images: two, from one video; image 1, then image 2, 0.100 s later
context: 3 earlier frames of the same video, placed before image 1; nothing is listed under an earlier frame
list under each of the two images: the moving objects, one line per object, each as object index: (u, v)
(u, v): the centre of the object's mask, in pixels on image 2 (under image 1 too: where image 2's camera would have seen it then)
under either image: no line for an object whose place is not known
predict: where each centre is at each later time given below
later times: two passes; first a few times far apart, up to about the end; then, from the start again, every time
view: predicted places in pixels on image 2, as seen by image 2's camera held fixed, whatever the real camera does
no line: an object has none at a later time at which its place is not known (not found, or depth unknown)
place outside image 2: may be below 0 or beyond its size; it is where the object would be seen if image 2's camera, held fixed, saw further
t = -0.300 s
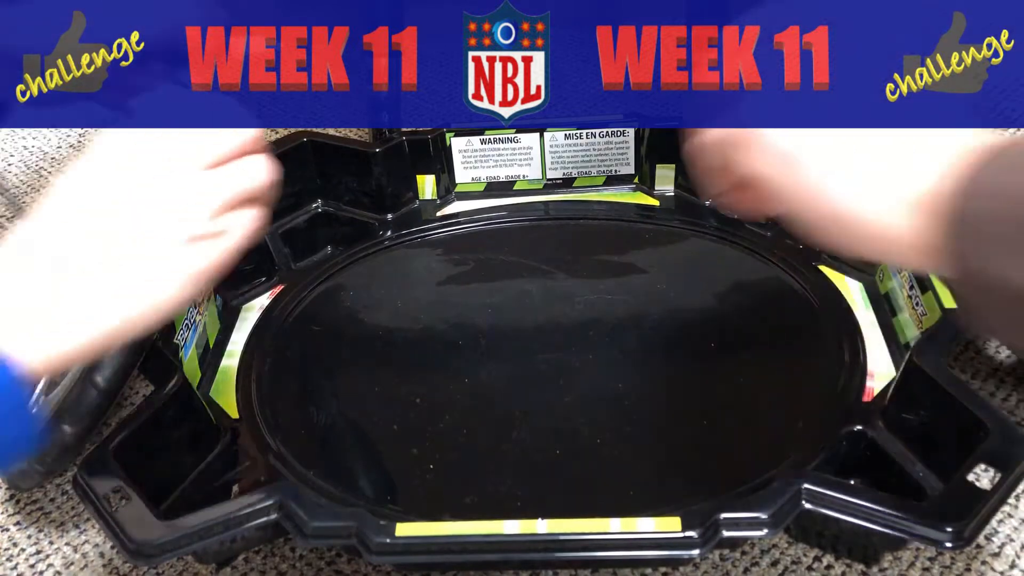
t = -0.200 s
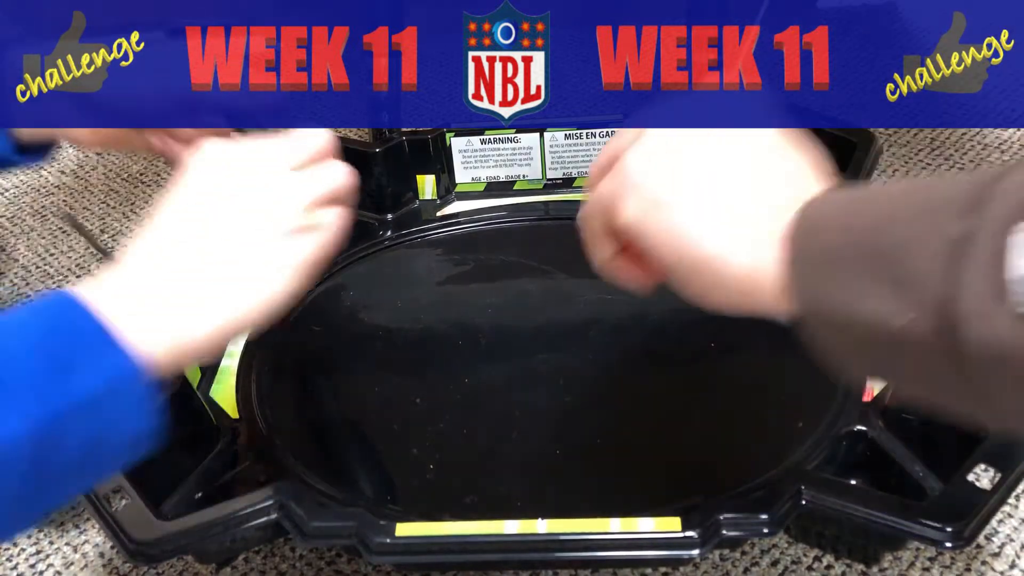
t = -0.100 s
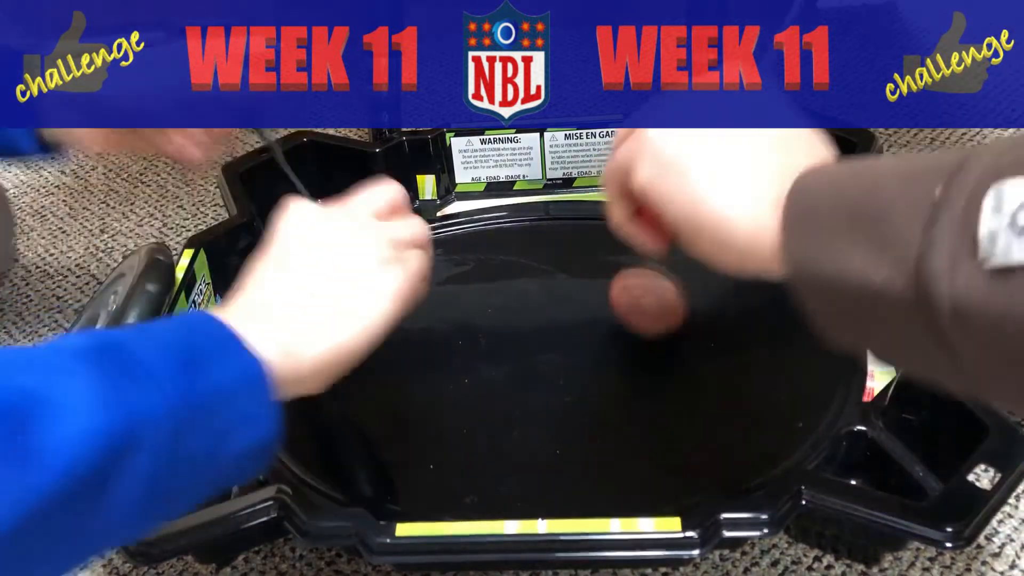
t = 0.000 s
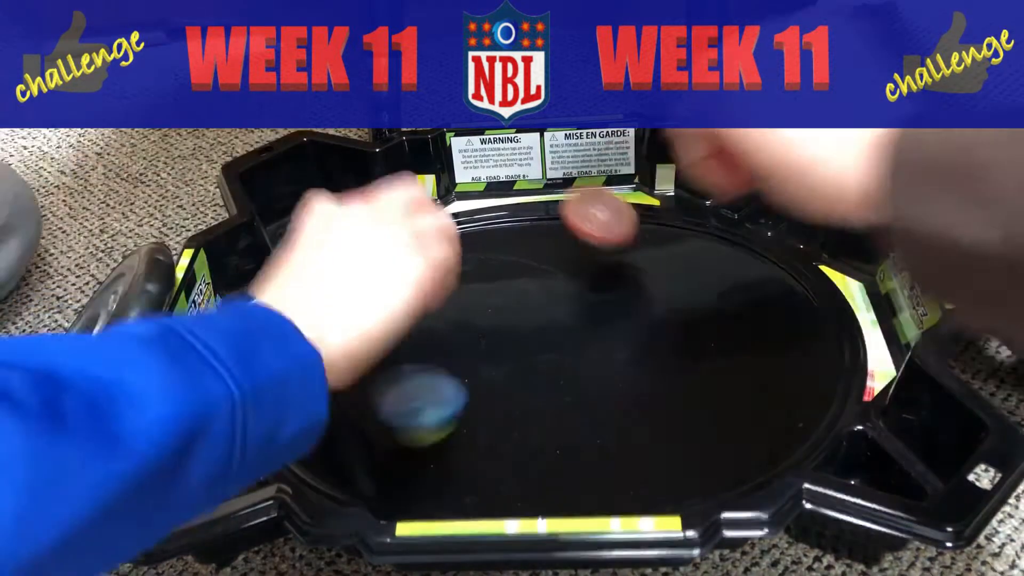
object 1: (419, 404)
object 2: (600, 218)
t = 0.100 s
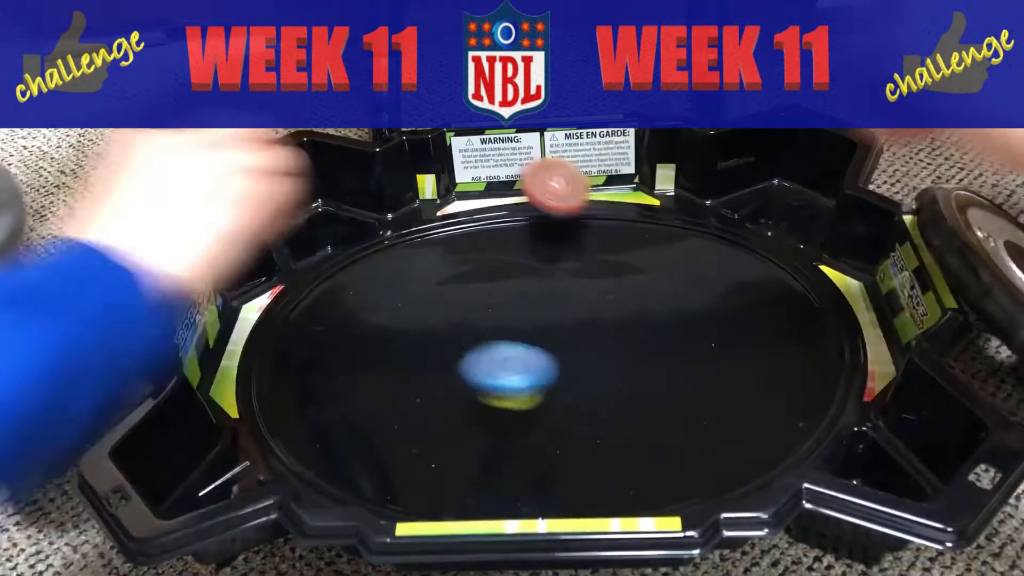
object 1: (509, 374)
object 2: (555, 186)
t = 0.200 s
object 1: (593, 361)
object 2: (519, 191)
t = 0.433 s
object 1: (644, 279)
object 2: (479, 266)
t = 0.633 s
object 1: (527, 245)
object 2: (512, 355)
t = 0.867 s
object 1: (381, 262)
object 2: (622, 386)
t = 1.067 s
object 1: (359, 302)
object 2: (716, 363)
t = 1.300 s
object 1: (421, 352)
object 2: (736, 341)
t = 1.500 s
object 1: (511, 359)
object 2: (681, 339)
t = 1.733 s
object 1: (434, 299)
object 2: (734, 360)
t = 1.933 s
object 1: (325, 269)
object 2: (790, 367)
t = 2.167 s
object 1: (380, 330)
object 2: (724, 354)
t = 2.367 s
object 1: (486, 364)
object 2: (634, 344)
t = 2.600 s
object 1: (420, 364)
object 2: (660, 299)
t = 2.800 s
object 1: (441, 361)
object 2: (619, 272)
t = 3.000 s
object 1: (491, 356)
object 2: (569, 278)
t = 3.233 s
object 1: (512, 355)
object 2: (550, 292)
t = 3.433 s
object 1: (504, 364)
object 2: (552, 295)
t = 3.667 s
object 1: (468, 418)
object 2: (598, 273)
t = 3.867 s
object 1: (500, 424)
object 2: (599, 294)
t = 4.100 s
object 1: (528, 414)
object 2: (608, 341)
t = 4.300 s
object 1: (520, 393)
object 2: (635, 375)
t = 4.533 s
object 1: (507, 365)
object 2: (626, 379)
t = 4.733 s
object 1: (505, 351)
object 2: (591, 371)
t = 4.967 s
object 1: (455, 313)
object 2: (603, 378)
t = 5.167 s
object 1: (456, 309)
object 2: (592, 363)
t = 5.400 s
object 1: (480, 311)
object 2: (582, 341)
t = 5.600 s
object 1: (463, 299)
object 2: (629, 337)
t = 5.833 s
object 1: (330, 266)
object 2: (827, 360)
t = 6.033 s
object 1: (359, 313)
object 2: (750, 353)
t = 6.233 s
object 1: (443, 350)
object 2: (620, 346)
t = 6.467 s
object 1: (435, 352)
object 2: (614, 347)
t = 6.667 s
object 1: (449, 354)
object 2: (601, 332)
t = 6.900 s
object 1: (487, 355)
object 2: (588, 301)
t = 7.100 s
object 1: (514, 351)
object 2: (591, 283)
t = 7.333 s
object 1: (523, 341)
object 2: (589, 296)
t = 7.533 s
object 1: (506, 346)
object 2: (599, 318)
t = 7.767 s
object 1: (482, 354)
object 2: (600, 344)
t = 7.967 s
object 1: (456, 347)
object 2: (608, 363)
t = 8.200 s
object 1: (374, 318)
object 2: (672, 366)
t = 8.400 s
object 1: (399, 323)
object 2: (662, 356)
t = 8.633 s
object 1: (457, 331)
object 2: (631, 334)
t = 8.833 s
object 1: (540, 325)
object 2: (619, 313)
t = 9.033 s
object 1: (535, 306)
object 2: (719, 321)
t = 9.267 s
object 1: (550, 329)
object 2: (714, 323)
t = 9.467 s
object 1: (559, 364)
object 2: (650, 345)
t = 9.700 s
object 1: (483, 381)
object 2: (626, 389)
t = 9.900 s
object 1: (456, 382)
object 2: (616, 375)
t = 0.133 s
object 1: (541, 382)
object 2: (542, 184)
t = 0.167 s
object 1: (567, 368)
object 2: (529, 184)
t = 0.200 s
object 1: (593, 361)
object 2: (519, 191)
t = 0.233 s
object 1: (614, 350)
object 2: (510, 195)
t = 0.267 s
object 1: (632, 338)
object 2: (501, 200)
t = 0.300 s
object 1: (645, 326)
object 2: (494, 212)
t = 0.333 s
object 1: (652, 313)
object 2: (489, 222)
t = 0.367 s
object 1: (655, 301)
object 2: (484, 238)
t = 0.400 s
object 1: (652, 289)
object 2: (481, 251)
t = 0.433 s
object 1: (644, 279)
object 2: (479, 266)
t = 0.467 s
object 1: (632, 270)
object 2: (480, 282)
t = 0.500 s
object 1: (617, 262)
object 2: (482, 298)
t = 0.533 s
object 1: (597, 255)
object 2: (485, 315)
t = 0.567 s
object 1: (576, 250)
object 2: (493, 330)
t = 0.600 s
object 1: (552, 247)
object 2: (501, 343)
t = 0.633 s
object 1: (527, 245)
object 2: (512, 355)
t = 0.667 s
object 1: (499, 244)
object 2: (524, 366)
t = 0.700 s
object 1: (469, 245)
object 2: (538, 374)
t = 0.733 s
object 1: (443, 247)
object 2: (553, 381)
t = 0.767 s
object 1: (422, 249)
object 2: (569, 385)
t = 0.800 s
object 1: (405, 253)
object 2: (587, 388)
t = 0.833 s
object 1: (392, 257)
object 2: (604, 387)
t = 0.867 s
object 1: (381, 262)
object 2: (622, 386)
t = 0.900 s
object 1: (372, 267)
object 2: (639, 383)
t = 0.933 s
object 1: (365, 274)
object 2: (656, 380)
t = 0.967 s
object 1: (361, 281)
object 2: (671, 376)
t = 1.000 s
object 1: (359, 287)
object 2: (687, 372)
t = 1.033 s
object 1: (358, 295)
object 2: (701, 368)
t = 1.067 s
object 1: (359, 302)
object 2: (716, 363)
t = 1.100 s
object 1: (362, 310)
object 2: (729, 359)
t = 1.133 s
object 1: (367, 317)
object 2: (740, 355)
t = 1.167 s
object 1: (374, 325)
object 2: (747, 352)
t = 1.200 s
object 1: (383, 332)
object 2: (749, 348)
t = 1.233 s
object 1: (394, 340)
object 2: (747, 346)
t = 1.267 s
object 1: (406, 346)
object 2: (743, 343)
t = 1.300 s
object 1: (421, 352)
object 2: (736, 341)
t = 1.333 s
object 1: (436, 356)
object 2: (729, 339)
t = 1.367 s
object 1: (452, 359)
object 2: (720, 338)
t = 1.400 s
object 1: (468, 361)
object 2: (711, 337)
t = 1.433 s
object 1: (483, 362)
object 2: (701, 338)
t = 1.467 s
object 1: (497, 360)
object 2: (691, 338)
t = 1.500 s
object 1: (511, 359)
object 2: (681, 339)
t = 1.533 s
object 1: (522, 355)
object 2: (670, 339)
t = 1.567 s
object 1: (530, 351)
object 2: (659, 340)
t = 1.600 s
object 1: (538, 348)
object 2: (647, 341)
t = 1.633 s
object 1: (545, 343)
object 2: (634, 343)
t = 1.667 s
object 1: (518, 331)
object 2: (656, 349)
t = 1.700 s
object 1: (473, 315)
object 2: (699, 356)
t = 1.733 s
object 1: (434, 299)
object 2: (734, 360)
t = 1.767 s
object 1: (399, 284)
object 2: (763, 364)
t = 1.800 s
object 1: (371, 271)
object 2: (783, 367)
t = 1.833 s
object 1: (348, 263)
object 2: (795, 368)
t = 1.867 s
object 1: (332, 257)
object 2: (798, 369)
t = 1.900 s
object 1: (327, 259)
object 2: (795, 368)
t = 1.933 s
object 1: (325, 269)
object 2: (790, 367)
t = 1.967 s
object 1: (327, 276)
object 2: (783, 366)
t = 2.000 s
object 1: (331, 285)
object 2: (776, 364)
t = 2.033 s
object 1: (337, 294)
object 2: (767, 362)
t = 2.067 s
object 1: (345, 303)
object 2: (756, 360)
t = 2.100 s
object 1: (355, 312)
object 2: (746, 358)
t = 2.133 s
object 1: (366, 321)
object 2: (736, 356)
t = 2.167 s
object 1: (380, 330)
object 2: (724, 354)
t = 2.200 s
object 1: (395, 338)
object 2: (712, 352)
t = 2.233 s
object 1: (412, 346)
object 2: (700, 350)
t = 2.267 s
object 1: (431, 353)
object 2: (685, 348)
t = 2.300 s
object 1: (450, 358)
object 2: (669, 347)
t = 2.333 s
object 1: (468, 362)
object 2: (652, 345)
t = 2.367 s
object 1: (486, 364)
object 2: (634, 344)
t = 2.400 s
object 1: (503, 364)
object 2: (616, 342)
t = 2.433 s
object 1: (516, 363)
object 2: (600, 340)
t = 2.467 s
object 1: (497, 364)
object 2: (612, 331)
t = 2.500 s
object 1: (471, 366)
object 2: (632, 321)
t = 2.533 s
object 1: (448, 366)
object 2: (646, 312)
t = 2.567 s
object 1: (432, 366)
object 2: (656, 304)
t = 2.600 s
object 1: (420, 364)
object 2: (660, 299)
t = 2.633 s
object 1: (414, 363)
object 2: (659, 294)
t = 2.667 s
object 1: (413, 362)
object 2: (654, 289)
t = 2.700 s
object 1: (417, 361)
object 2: (647, 284)
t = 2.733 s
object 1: (424, 361)
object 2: (639, 279)
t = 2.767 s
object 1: (432, 361)
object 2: (629, 275)
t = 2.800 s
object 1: (441, 361)
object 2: (619, 272)
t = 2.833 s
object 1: (451, 361)
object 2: (609, 270)
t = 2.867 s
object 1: (460, 360)
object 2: (600, 269)
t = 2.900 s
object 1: (469, 359)
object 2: (591, 270)
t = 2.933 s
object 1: (477, 358)
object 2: (582, 272)
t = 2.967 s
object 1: (484, 357)
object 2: (575, 275)
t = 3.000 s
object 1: (491, 356)
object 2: (569, 278)
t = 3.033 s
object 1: (498, 354)
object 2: (564, 281)
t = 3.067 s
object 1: (505, 352)
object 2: (559, 284)
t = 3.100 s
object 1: (510, 350)
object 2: (555, 287)
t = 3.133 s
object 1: (514, 349)
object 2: (552, 291)
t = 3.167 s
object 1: (515, 349)
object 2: (550, 293)
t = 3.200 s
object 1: (513, 352)
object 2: (550, 292)
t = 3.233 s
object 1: (512, 355)
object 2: (550, 292)
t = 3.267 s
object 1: (511, 356)
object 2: (549, 293)
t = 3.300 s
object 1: (510, 357)
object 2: (548, 295)
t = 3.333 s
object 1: (510, 357)
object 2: (547, 296)
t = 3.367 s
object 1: (511, 357)
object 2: (546, 298)
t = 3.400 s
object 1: (511, 356)
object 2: (545, 299)
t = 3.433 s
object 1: (504, 364)
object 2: (552, 295)
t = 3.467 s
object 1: (488, 379)
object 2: (566, 282)
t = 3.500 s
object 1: (475, 391)
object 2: (578, 274)
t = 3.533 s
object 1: (466, 401)
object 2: (587, 270)
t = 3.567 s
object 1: (461, 407)
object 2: (593, 268)
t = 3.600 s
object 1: (461, 411)
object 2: (596, 269)
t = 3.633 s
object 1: (464, 415)
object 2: (598, 270)
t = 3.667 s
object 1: (468, 418)
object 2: (598, 273)
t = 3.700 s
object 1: (473, 420)
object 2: (599, 275)
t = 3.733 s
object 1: (478, 422)
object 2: (599, 278)
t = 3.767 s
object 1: (484, 423)
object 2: (599, 282)
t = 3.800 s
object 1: (489, 424)
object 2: (599, 285)
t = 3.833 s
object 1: (494, 424)
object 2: (599, 290)
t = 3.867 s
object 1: (500, 424)
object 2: (599, 294)
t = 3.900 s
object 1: (504, 424)
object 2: (600, 299)
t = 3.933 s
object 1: (508, 424)
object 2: (600, 305)
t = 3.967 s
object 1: (512, 423)
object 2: (601, 311)
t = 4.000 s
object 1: (516, 422)
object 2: (603, 318)
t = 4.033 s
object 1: (520, 420)
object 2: (605, 325)
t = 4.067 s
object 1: (524, 417)
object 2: (607, 333)
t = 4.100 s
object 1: (528, 414)
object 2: (608, 341)
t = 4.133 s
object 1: (531, 410)
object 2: (610, 349)
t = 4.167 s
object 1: (534, 406)
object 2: (612, 356)
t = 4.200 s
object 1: (536, 402)
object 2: (614, 363)
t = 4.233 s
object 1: (534, 399)
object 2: (618, 369)
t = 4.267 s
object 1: (527, 396)
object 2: (628, 372)
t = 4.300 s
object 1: (520, 393)
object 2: (635, 375)
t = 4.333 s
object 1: (516, 389)
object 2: (638, 377)
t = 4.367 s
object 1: (513, 384)
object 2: (639, 378)
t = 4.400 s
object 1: (510, 380)
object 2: (638, 379)
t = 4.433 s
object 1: (509, 376)
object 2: (635, 380)
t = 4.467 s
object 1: (508, 372)
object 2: (633, 380)
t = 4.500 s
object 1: (507, 368)
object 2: (629, 379)
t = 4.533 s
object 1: (507, 365)
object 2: (626, 379)
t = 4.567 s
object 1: (506, 362)
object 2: (622, 378)
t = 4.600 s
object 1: (506, 359)
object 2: (618, 377)
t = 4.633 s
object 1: (506, 357)
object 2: (613, 376)
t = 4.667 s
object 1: (506, 355)
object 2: (606, 374)
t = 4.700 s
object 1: (505, 352)
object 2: (599, 373)
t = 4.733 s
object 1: (505, 351)
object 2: (591, 371)
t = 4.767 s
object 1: (504, 348)
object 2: (583, 369)
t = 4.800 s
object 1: (492, 340)
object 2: (588, 372)
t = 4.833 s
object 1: (477, 330)
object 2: (598, 376)
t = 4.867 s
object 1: (467, 323)
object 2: (603, 379)
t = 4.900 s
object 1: (460, 318)
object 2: (605, 380)
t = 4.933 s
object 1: (456, 314)
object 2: (605, 379)
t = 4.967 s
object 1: (455, 313)
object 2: (603, 378)
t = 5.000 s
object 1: (454, 311)
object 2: (602, 376)
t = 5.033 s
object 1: (453, 311)
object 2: (600, 374)
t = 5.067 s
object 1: (453, 310)
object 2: (598, 371)
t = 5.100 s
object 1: (453, 310)
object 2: (596, 368)
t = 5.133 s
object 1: (454, 309)
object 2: (594, 366)
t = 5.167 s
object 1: (456, 309)
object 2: (592, 363)
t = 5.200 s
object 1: (458, 309)
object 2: (590, 360)
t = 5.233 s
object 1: (460, 309)
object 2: (589, 357)
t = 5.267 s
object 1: (464, 310)
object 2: (587, 353)
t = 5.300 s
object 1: (467, 310)
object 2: (585, 350)
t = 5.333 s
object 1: (471, 310)
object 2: (584, 347)
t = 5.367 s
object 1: (475, 310)
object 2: (583, 344)
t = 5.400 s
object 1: (480, 311)
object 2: (582, 341)
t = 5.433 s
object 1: (484, 312)
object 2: (581, 339)
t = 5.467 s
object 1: (489, 312)
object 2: (581, 336)
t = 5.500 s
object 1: (494, 313)
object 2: (581, 333)
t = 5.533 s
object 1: (498, 314)
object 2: (581, 330)
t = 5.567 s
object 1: (499, 314)
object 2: (587, 329)
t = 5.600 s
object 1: (463, 299)
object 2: (629, 337)
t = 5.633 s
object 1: (427, 282)
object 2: (677, 344)
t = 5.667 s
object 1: (395, 268)
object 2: (722, 351)
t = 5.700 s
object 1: (369, 256)
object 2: (761, 356)
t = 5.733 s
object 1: (348, 248)
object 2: (794, 359)
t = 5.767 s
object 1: (338, 247)
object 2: (818, 362)
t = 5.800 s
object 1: (332, 258)
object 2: (830, 361)
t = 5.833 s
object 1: (330, 266)
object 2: (827, 360)
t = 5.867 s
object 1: (330, 273)
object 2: (822, 361)
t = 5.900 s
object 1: (333, 281)
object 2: (815, 360)
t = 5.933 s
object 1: (338, 289)
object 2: (802, 358)
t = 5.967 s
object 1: (343, 297)
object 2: (787, 356)
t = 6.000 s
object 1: (351, 305)
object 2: (769, 354)
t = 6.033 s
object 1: (359, 313)
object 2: (750, 353)
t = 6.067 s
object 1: (371, 321)
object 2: (729, 350)
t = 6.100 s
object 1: (383, 328)
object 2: (707, 349)
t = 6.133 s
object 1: (397, 335)
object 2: (685, 347)
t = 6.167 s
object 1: (412, 340)
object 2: (663, 347)
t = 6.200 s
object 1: (427, 346)
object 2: (641, 347)
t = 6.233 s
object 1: (443, 350)
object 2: (620, 346)
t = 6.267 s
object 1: (458, 353)
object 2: (601, 346)
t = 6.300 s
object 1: (473, 356)
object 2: (583, 347)
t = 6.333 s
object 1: (484, 358)
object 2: (570, 348)
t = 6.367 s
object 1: (471, 357)
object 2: (583, 349)
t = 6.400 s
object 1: (454, 355)
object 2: (596, 349)
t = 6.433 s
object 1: (442, 353)
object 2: (607, 349)
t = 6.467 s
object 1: (435, 352)
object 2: (614, 347)
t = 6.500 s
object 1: (432, 352)
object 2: (619, 347)
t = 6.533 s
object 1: (433, 352)
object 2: (620, 345)
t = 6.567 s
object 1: (436, 352)
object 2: (617, 343)
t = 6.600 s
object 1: (440, 353)
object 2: (611, 341)
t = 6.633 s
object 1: (444, 353)
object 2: (607, 337)
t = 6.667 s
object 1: (449, 354)
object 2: (601, 332)
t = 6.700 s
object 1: (454, 355)
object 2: (599, 329)
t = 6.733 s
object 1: (459, 356)
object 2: (596, 324)
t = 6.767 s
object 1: (465, 356)
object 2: (592, 319)
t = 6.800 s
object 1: (470, 356)
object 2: (591, 314)
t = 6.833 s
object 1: (476, 356)
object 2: (590, 309)
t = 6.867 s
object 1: (482, 356)
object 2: (588, 305)
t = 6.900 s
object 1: (487, 355)
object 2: (588, 301)
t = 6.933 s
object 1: (493, 355)
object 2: (587, 295)
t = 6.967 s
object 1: (499, 354)
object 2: (587, 292)
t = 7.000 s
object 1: (504, 354)
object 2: (589, 288)
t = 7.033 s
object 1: (508, 353)
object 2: (588, 285)
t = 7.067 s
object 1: (512, 351)
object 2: (590, 284)
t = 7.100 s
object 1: (514, 351)
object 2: (591, 283)
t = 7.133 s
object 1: (515, 349)
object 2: (591, 284)
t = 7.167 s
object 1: (517, 348)
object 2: (592, 285)
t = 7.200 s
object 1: (518, 347)
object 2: (591, 286)
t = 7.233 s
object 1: (519, 345)
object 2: (590, 288)
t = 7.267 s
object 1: (521, 344)
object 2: (590, 290)
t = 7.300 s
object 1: (522, 343)
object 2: (588, 293)
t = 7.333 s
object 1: (523, 341)
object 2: (589, 296)
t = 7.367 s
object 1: (524, 340)
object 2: (588, 300)
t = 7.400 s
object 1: (521, 341)
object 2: (591, 304)
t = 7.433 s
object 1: (518, 342)
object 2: (592, 307)
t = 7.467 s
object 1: (517, 342)
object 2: (592, 311)
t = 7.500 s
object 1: (516, 343)
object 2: (592, 316)
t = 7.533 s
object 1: (506, 346)
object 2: (599, 318)
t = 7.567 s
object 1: (494, 348)
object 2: (606, 321)
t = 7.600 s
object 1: (486, 350)
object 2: (609, 325)
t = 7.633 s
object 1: (482, 351)
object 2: (609, 329)
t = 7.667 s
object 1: (480, 352)
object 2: (608, 333)
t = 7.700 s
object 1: (480, 353)
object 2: (606, 336)
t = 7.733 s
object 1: (480, 353)
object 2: (604, 341)
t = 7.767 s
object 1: (482, 354)
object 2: (600, 344)
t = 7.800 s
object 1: (484, 354)
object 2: (595, 348)
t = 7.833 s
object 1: (486, 354)
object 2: (591, 351)
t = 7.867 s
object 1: (489, 355)
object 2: (584, 353)
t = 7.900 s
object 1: (491, 355)
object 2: (580, 355)
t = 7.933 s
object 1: (485, 353)
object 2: (582, 358)
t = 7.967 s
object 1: (456, 347)
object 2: (608, 363)
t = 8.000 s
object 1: (430, 339)
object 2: (632, 365)
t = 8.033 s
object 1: (411, 333)
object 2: (652, 367)
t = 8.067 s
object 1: (396, 328)
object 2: (665, 368)
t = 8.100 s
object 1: (387, 324)
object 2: (672, 368)
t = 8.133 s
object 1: (379, 321)
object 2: (674, 368)
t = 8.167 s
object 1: (375, 319)
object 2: (673, 368)
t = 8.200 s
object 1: (374, 318)
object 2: (672, 366)
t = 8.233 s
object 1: (375, 319)
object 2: (672, 365)
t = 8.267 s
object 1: (377, 319)
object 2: (670, 363)
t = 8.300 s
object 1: (381, 320)
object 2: (669, 362)
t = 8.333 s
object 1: (387, 321)
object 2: (667, 360)
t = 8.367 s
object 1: (393, 322)
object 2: (665, 358)
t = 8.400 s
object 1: (399, 323)
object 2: (662, 356)
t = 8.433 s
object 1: (407, 325)
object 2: (658, 355)
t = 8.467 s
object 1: (415, 326)
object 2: (653, 352)
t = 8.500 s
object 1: (423, 327)
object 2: (648, 349)
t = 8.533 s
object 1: (430, 328)
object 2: (642, 345)
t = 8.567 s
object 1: (438, 330)
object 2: (638, 342)
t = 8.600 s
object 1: (447, 331)
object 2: (634, 337)
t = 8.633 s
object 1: (457, 331)
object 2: (631, 334)
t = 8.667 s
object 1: (469, 331)
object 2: (627, 330)
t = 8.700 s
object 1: (481, 330)
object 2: (625, 327)
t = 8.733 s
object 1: (495, 329)
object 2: (622, 323)
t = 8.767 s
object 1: (510, 327)
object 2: (621, 320)
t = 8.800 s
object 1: (525, 326)
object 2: (619, 316)
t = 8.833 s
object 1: (540, 325)
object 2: (619, 313)
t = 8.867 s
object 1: (545, 321)
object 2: (631, 316)
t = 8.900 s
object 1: (538, 315)
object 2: (655, 318)
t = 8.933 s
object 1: (535, 310)
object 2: (676, 320)
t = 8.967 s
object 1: (534, 308)
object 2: (693, 320)
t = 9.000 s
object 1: (534, 306)
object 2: (707, 321)
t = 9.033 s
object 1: (535, 306)
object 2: (719, 321)
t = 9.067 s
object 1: (537, 308)
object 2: (728, 320)
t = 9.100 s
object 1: (540, 311)
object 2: (731, 319)
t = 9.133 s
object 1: (542, 314)
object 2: (733, 321)
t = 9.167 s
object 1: (544, 317)
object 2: (732, 322)
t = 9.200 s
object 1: (546, 320)
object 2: (727, 322)
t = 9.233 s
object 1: (548, 324)
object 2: (720, 322)
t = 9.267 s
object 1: (550, 329)
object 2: (714, 323)
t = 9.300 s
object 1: (552, 334)
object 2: (707, 323)
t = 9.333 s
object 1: (554, 339)
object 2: (699, 325)
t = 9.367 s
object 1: (556, 345)
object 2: (690, 329)
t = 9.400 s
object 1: (557, 351)
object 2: (678, 332)
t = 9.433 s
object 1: (558, 358)
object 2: (665, 339)
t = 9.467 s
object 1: (559, 364)
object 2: (650, 345)
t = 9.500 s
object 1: (558, 369)
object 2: (636, 352)
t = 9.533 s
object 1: (548, 371)
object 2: (626, 360)
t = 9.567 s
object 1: (530, 373)
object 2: (625, 370)
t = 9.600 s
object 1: (515, 374)
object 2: (625, 379)
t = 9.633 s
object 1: (502, 376)
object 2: (625, 384)
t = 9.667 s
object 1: (492, 379)
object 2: (625, 388)
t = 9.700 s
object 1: (483, 381)
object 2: (626, 389)
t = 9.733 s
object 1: (476, 384)
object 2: (626, 389)
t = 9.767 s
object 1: (469, 385)
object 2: (625, 388)
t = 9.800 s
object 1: (464, 385)
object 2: (623, 386)
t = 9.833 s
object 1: (460, 384)
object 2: (621, 383)
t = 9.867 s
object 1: (458, 383)
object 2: (618, 379)
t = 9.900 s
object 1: (456, 382)
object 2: (616, 375)
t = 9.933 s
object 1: (456, 380)
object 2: (615, 371)
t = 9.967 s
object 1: (456, 378)
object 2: (615, 369)
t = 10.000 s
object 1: (456, 376)
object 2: (616, 366)
